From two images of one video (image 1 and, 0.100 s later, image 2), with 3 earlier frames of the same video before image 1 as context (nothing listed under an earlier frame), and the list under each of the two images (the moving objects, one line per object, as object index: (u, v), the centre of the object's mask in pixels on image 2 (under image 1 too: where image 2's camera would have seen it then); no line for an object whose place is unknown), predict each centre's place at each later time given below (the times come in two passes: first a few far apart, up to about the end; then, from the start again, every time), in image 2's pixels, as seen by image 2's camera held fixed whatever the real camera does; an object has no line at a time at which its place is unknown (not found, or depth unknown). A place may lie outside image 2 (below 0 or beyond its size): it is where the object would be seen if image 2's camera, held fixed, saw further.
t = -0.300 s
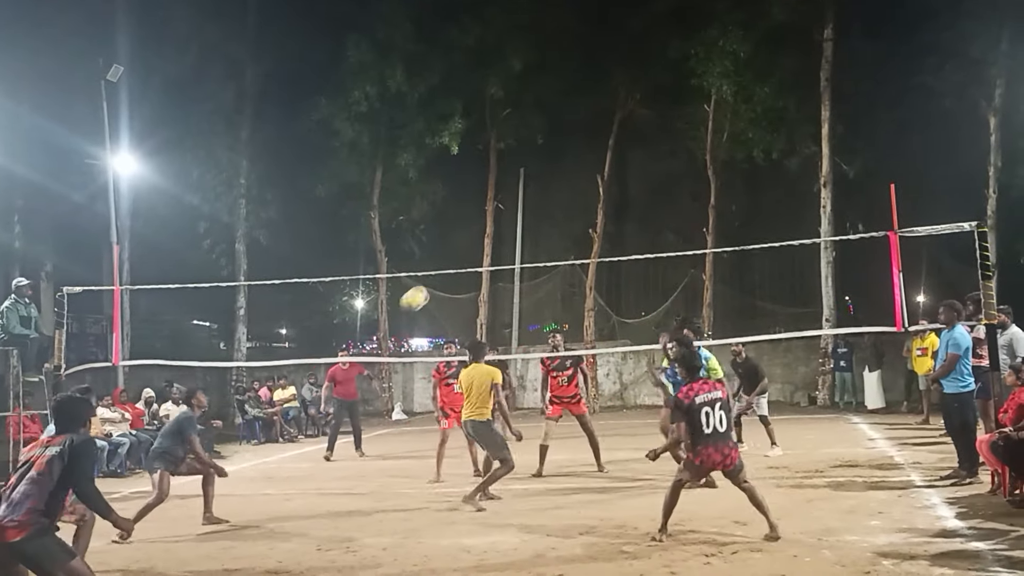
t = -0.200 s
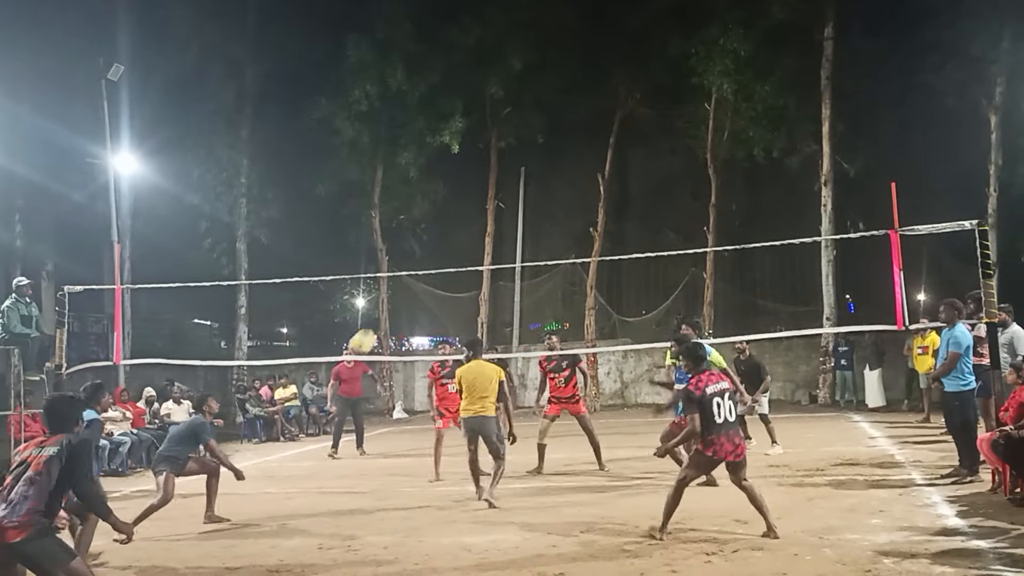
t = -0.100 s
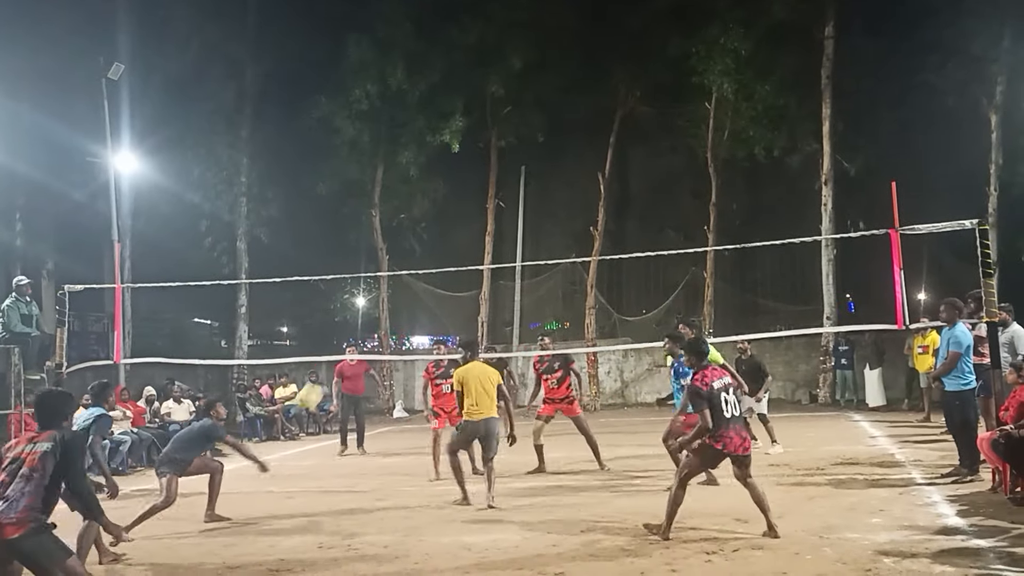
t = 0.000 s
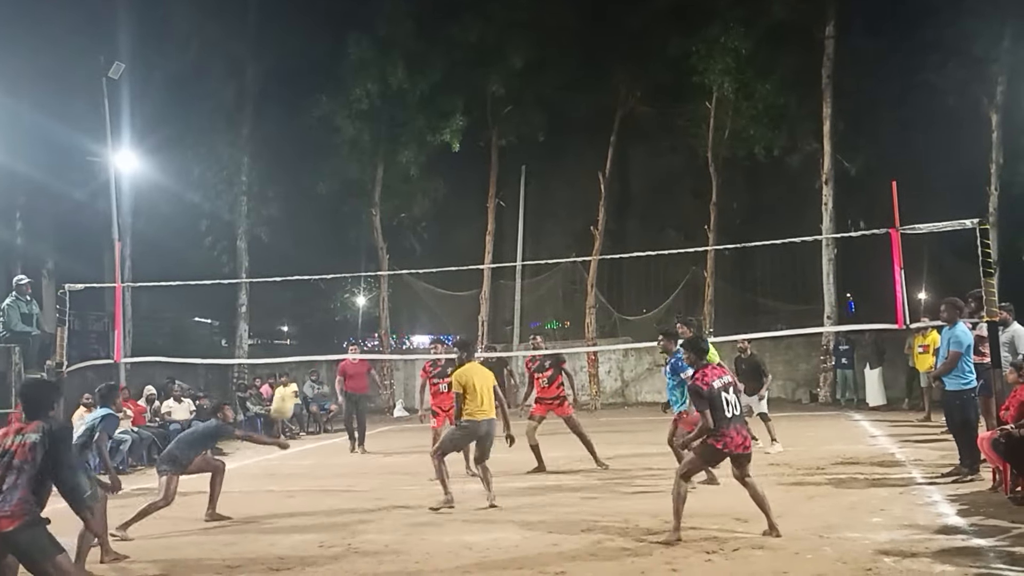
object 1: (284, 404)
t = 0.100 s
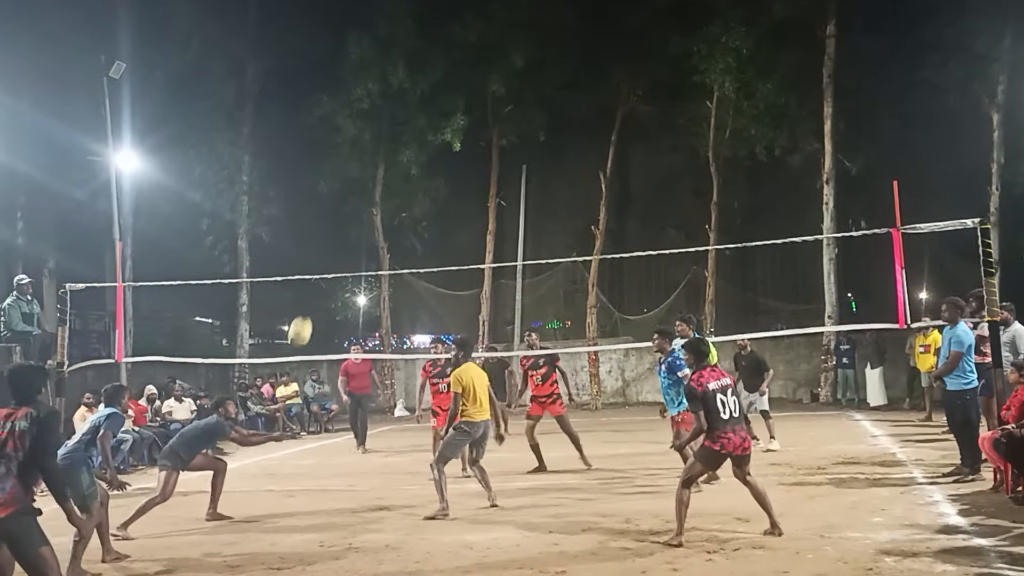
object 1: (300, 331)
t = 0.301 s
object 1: (333, 219)
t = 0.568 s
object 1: (375, 140)
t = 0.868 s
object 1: (423, 133)
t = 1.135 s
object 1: (467, 197)
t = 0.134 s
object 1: (306, 309)
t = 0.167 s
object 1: (312, 289)
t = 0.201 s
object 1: (317, 269)
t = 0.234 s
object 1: (322, 251)
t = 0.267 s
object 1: (327, 235)
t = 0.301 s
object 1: (333, 219)
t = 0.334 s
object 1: (338, 206)
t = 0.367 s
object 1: (344, 193)
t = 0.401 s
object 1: (349, 181)
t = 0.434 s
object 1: (354, 170)
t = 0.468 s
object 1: (359, 161)
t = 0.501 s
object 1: (365, 152)
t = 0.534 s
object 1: (370, 145)
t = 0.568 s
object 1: (375, 140)
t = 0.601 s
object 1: (381, 135)
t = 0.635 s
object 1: (386, 131)
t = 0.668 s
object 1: (391, 128)
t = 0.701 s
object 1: (397, 126)
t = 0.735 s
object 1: (401, 125)
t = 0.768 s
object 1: (406, 126)
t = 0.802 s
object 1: (412, 127)
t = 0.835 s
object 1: (417, 130)
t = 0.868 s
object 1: (423, 133)
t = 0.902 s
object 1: (429, 138)
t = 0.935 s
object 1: (434, 143)
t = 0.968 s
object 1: (439, 149)
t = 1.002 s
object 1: (444, 157)
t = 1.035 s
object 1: (450, 166)
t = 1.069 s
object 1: (455, 175)
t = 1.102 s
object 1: (461, 186)
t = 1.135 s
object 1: (467, 197)
